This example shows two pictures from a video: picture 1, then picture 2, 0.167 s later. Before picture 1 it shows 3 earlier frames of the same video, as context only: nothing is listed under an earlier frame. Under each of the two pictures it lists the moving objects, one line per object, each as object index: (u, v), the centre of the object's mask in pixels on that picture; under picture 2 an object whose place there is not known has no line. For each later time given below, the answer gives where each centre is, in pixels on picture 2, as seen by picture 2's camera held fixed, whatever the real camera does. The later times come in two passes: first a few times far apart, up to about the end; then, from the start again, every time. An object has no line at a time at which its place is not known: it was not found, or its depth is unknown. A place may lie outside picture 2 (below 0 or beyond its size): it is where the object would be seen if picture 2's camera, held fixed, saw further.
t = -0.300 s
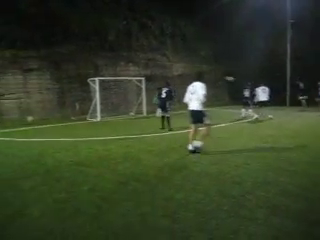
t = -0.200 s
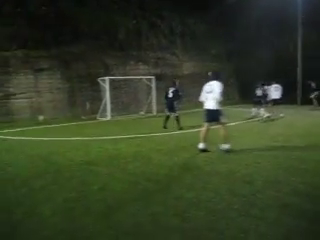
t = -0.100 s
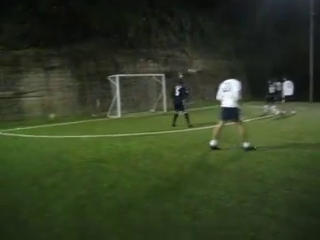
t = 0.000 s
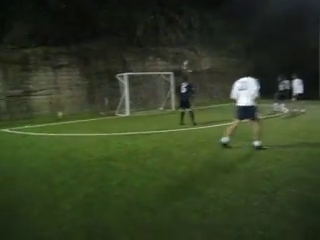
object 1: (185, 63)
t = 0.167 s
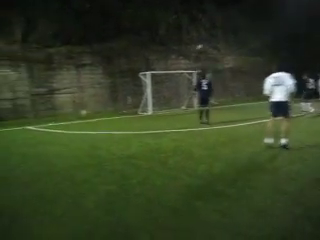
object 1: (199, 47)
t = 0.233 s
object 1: (195, 42)
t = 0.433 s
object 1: (184, 34)
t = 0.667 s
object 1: (170, 36)
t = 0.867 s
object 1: (158, 48)
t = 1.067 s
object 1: (145, 71)
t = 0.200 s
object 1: (197, 44)
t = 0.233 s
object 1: (195, 42)
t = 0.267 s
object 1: (193, 40)
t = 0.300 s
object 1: (191, 38)
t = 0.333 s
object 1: (189, 37)
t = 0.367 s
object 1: (188, 36)
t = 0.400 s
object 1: (185, 35)
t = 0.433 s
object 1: (184, 34)
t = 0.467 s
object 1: (182, 33)
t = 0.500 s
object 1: (180, 33)
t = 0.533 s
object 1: (178, 33)
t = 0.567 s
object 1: (176, 34)
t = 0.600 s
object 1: (174, 34)
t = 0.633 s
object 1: (172, 35)
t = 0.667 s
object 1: (170, 36)
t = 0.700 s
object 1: (168, 38)
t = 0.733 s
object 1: (166, 39)
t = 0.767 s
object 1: (164, 40)
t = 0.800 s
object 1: (162, 43)
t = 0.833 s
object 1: (160, 45)
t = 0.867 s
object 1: (158, 48)
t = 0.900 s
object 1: (156, 51)
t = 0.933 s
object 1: (154, 55)
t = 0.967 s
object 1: (152, 58)
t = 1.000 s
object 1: (150, 62)
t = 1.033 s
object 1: (149, 66)
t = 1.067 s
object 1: (145, 71)
